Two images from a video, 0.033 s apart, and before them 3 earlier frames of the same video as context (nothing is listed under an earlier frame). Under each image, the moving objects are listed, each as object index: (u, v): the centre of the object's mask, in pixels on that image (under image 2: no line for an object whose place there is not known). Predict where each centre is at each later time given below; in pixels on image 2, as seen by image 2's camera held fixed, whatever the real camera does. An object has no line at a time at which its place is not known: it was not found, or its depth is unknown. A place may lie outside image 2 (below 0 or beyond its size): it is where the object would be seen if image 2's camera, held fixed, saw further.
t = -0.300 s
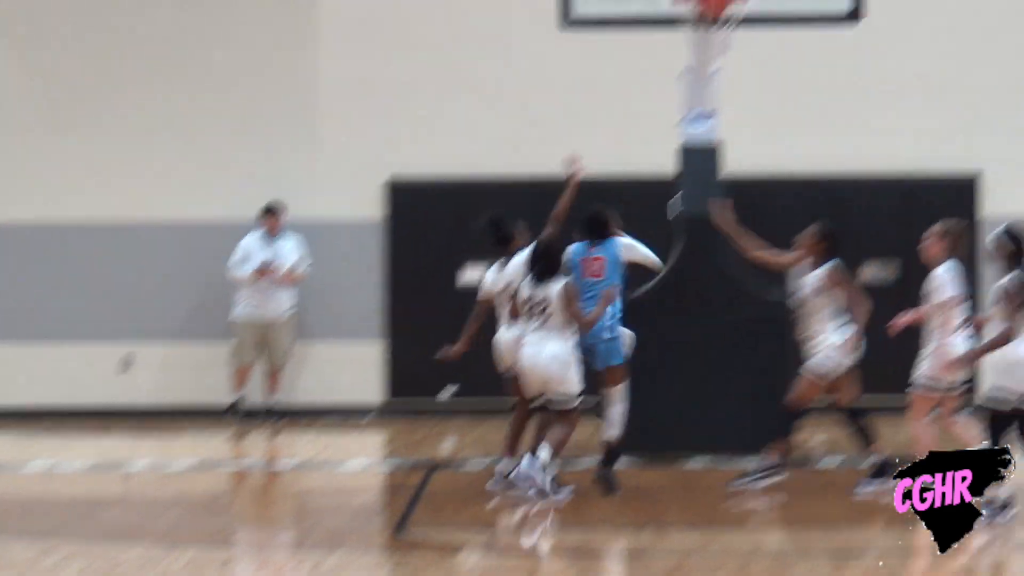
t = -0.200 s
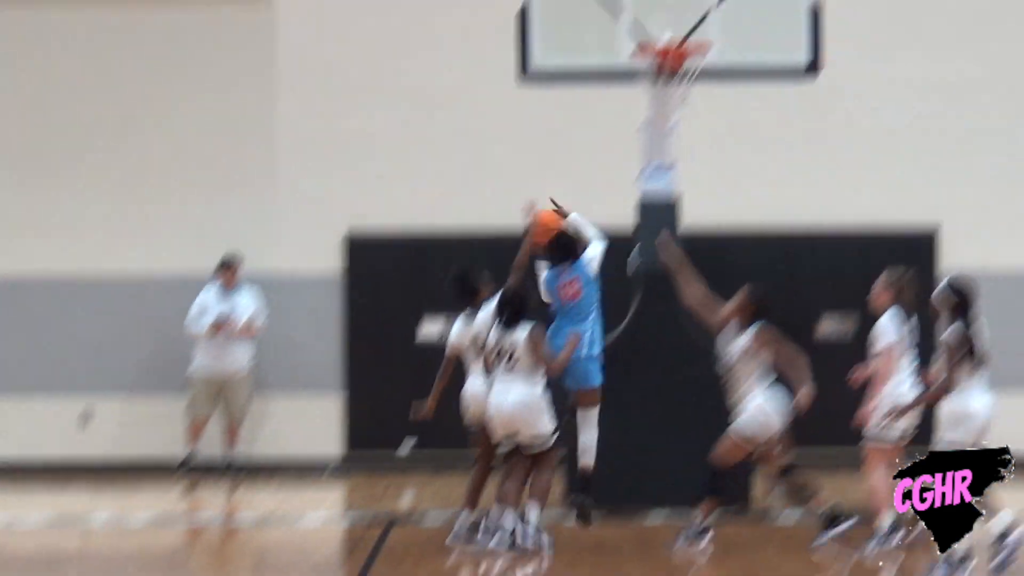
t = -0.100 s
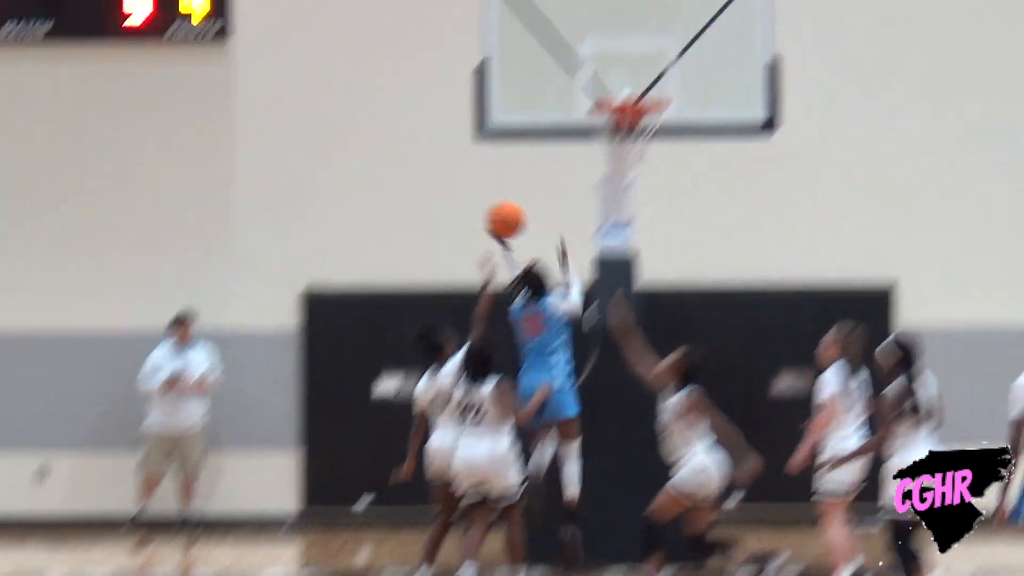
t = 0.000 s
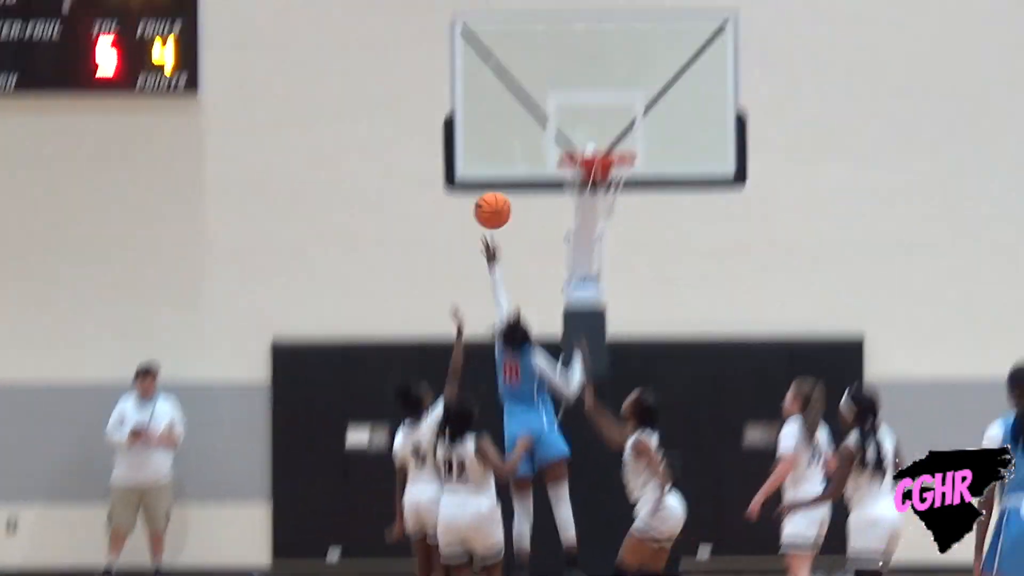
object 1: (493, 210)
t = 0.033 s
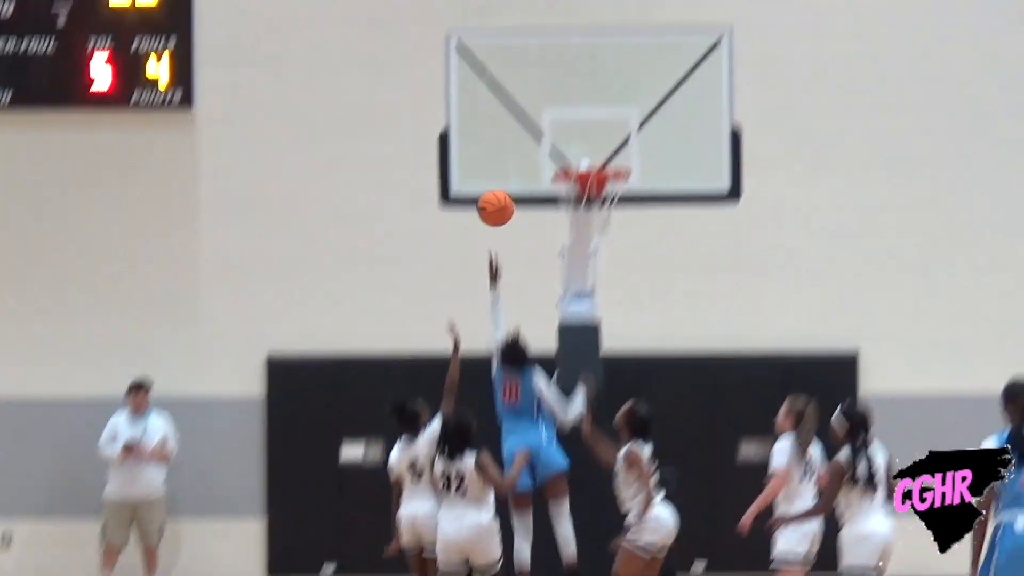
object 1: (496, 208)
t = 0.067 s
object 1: (505, 192)
